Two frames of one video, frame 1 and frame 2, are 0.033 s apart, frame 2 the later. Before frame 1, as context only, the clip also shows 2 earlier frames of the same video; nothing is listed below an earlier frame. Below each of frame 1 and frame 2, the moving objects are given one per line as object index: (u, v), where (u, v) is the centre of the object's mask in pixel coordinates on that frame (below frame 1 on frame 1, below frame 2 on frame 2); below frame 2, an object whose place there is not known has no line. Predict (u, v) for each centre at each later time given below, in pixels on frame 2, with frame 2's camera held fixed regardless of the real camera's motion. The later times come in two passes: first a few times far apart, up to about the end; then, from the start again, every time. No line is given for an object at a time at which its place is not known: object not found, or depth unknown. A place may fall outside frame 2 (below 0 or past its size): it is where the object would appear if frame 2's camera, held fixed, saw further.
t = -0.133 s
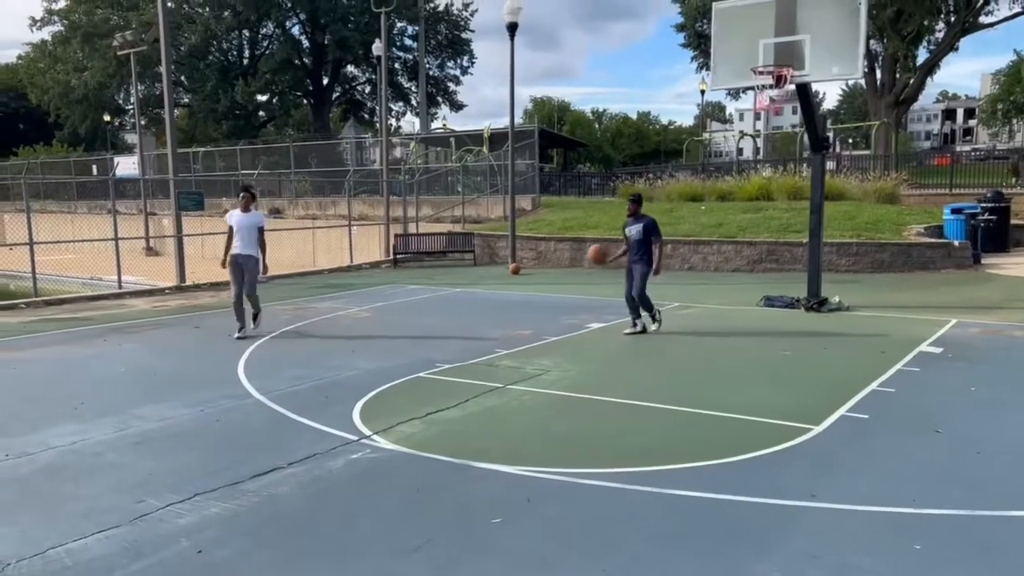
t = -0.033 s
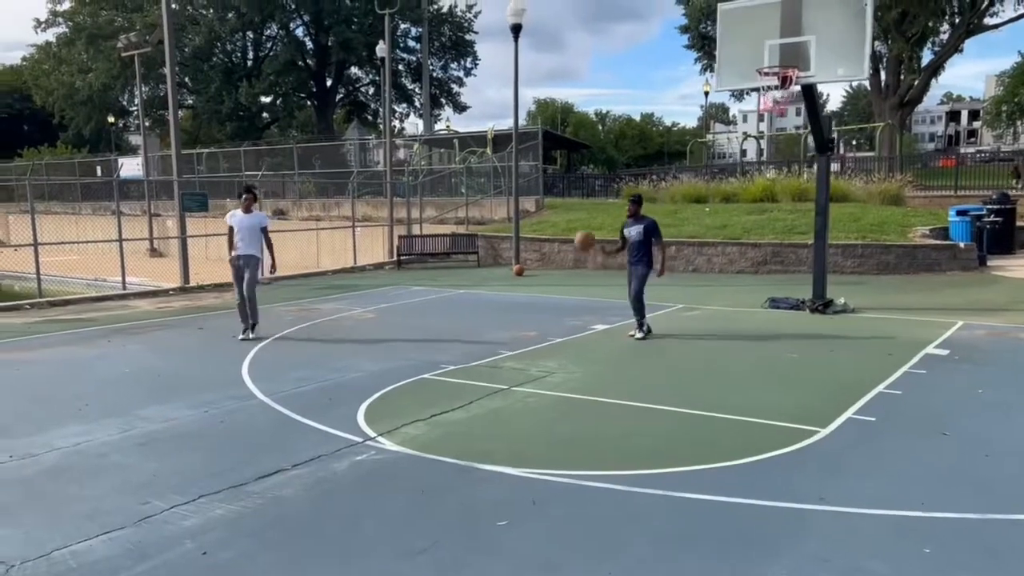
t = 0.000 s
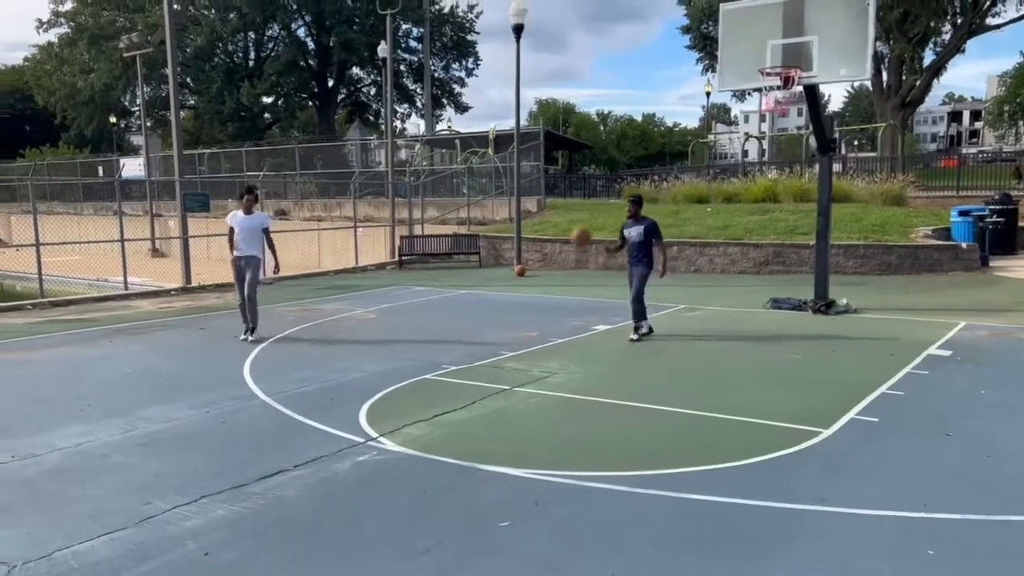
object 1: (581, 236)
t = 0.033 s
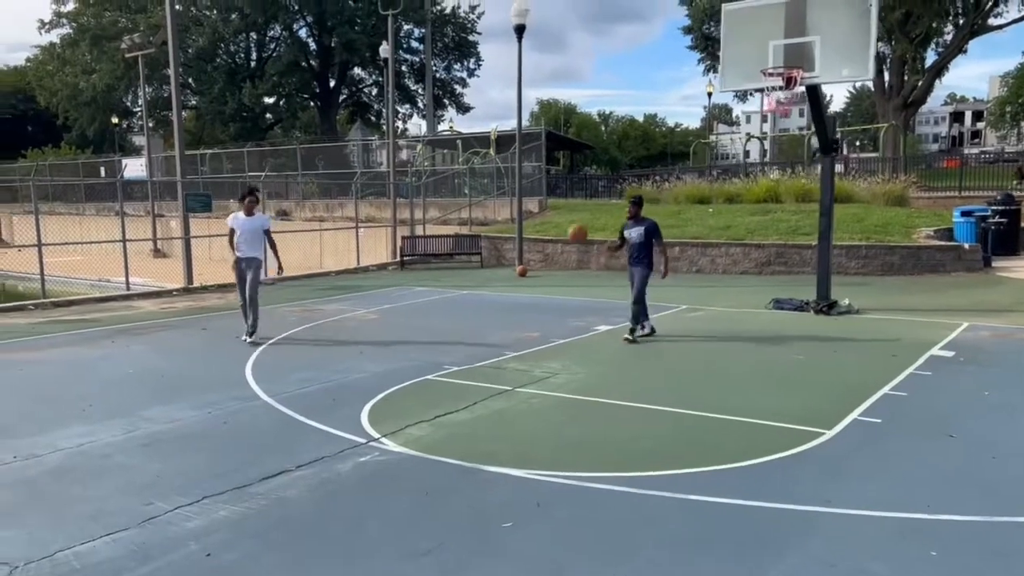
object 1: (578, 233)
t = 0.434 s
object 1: (504, 270)
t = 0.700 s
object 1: (449, 339)
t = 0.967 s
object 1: (399, 279)
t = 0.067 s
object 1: (572, 232)
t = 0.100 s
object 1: (567, 230)
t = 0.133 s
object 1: (560, 229)
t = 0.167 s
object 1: (554, 229)
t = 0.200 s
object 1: (548, 231)
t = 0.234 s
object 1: (542, 232)
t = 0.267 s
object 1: (536, 236)
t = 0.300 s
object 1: (529, 242)
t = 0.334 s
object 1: (523, 246)
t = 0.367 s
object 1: (516, 254)
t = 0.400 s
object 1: (509, 261)
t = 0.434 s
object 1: (504, 270)
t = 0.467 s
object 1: (497, 281)
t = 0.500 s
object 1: (490, 293)
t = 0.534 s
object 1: (483, 306)
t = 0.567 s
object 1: (476, 319)
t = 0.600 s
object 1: (469, 334)
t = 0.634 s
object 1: (461, 351)
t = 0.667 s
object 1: (455, 351)
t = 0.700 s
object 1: (449, 339)
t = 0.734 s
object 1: (443, 328)
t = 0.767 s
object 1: (437, 317)
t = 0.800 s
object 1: (431, 309)
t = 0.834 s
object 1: (424, 300)
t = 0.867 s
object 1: (419, 294)
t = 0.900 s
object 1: (412, 288)
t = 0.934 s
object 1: (406, 283)
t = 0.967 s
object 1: (399, 279)
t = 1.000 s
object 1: (392, 276)
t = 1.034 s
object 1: (386, 275)
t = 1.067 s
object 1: (378, 274)
